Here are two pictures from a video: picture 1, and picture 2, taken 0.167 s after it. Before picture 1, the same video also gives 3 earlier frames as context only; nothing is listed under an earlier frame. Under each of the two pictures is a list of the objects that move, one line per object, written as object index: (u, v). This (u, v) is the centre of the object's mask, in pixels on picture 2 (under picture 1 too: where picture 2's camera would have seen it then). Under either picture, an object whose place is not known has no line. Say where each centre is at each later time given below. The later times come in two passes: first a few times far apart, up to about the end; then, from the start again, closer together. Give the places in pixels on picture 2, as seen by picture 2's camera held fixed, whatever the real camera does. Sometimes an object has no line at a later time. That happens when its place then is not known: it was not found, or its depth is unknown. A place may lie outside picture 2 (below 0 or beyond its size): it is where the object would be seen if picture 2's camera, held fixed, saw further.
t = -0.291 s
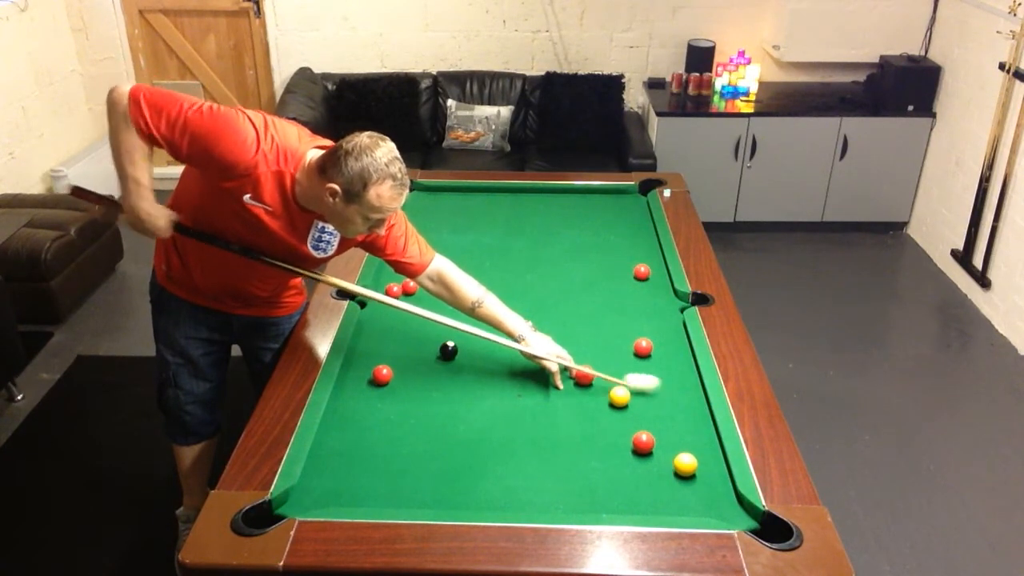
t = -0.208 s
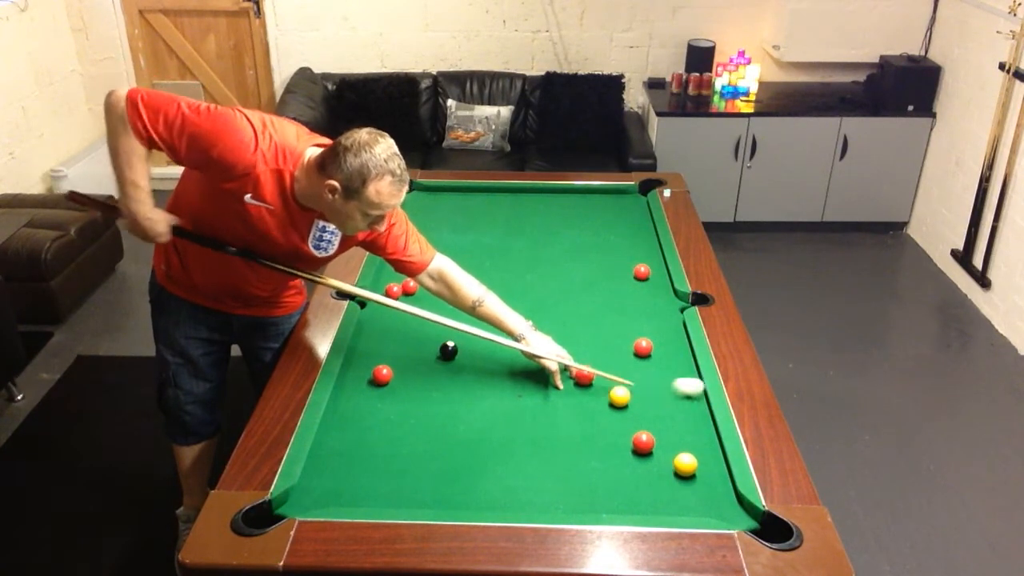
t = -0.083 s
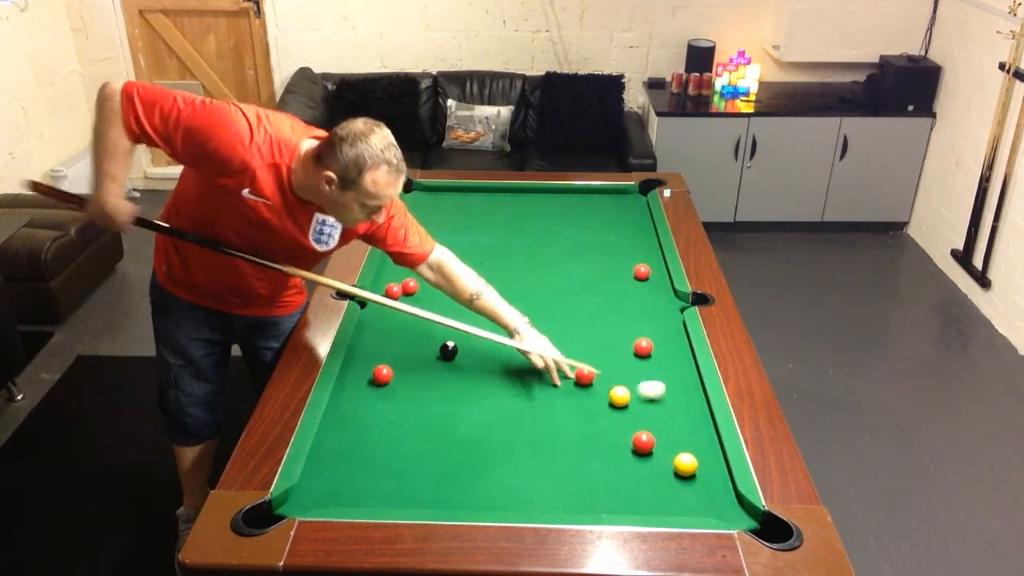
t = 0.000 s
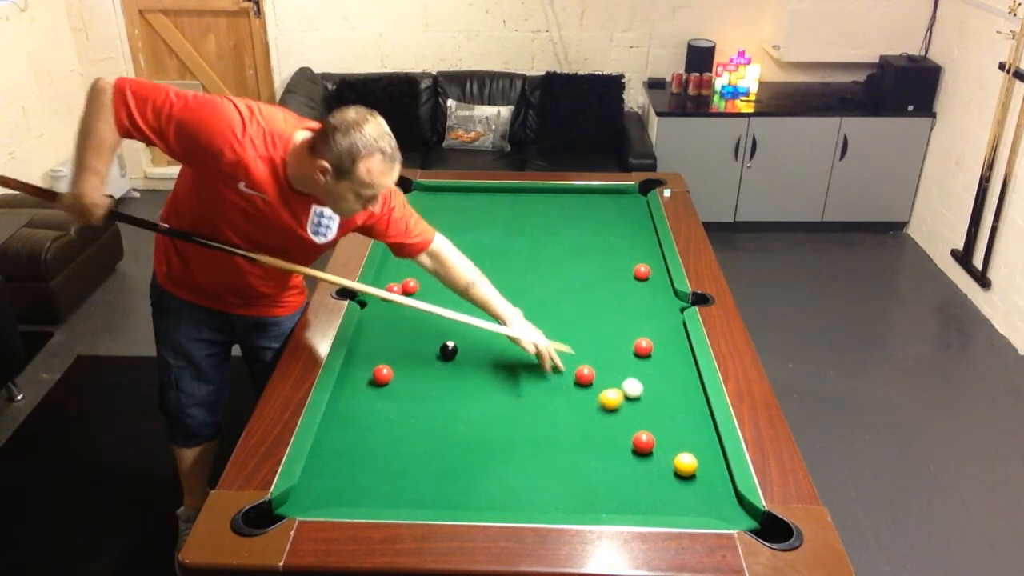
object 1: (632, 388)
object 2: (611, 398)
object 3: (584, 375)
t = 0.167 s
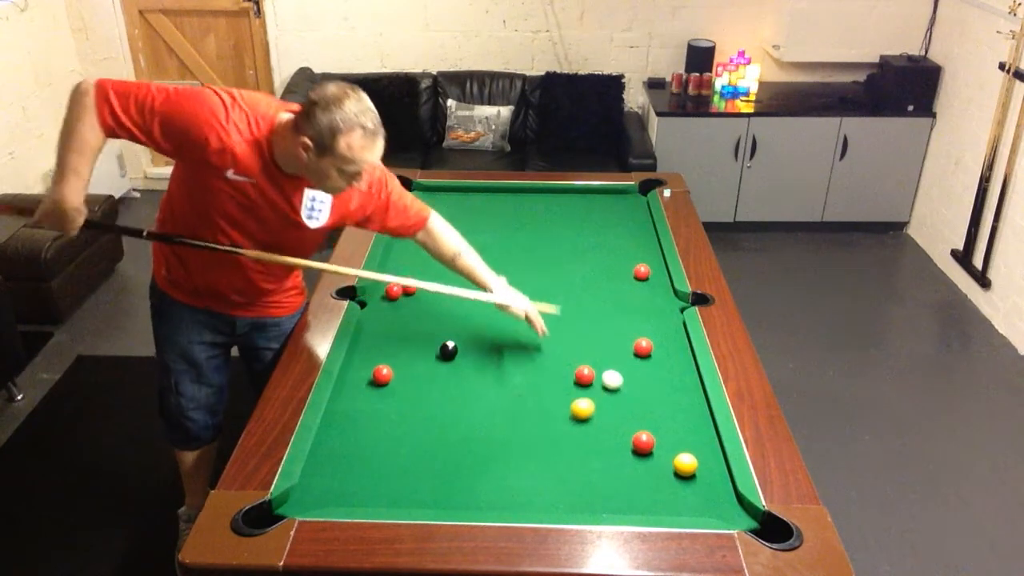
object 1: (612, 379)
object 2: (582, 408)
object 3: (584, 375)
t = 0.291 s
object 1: (603, 374)
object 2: (562, 415)
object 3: (579, 375)
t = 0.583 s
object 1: (599, 365)
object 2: (515, 432)
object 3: (561, 373)
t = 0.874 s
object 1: (596, 357)
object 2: (469, 448)
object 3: (546, 372)
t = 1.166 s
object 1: (594, 350)
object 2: (423, 464)
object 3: (535, 371)
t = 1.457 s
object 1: (593, 346)
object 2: (379, 479)
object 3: (526, 370)
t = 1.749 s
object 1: (592, 343)
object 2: (337, 493)
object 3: (519, 370)
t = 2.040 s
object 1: (591, 341)
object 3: (516, 368)
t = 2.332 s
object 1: (591, 341)
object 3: (516, 368)
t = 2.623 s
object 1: (591, 341)
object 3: (517, 369)
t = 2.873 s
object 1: (591, 341)
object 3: (519, 369)
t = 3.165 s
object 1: (591, 341)
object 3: (519, 369)
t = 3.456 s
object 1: (591, 341)
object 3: (519, 369)
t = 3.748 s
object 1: (591, 341)
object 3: (519, 369)
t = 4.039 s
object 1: (591, 341)
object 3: (519, 369)
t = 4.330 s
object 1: (591, 341)
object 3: (519, 369)
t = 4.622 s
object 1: (591, 341)
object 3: (519, 369)
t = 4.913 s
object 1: (591, 341)
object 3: (519, 369)
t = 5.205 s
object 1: (591, 341)
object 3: (519, 369)
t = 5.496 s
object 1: (591, 341)
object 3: (519, 369)
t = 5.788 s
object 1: (591, 341)
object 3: (519, 369)
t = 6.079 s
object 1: (591, 341)
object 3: (519, 369)
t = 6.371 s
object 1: (591, 341)
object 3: (519, 369)
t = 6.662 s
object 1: (591, 341)
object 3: (519, 369)
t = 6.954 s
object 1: (591, 341)
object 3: (519, 369)
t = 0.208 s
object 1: (607, 377)
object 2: (575, 411)
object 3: (584, 375)
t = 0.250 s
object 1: (604, 376)
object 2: (569, 413)
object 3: (582, 375)
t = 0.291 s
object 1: (603, 374)
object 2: (562, 415)
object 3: (579, 375)
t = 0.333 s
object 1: (602, 373)
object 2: (555, 418)
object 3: (577, 375)
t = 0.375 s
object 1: (602, 371)
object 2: (548, 420)
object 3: (574, 375)
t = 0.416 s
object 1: (601, 370)
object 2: (542, 422)
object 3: (571, 374)
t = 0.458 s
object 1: (601, 369)
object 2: (535, 424)
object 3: (569, 374)
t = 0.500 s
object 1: (600, 367)
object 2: (528, 427)
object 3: (566, 374)
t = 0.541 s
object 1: (599, 366)
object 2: (522, 429)
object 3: (564, 374)
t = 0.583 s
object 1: (599, 365)
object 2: (515, 432)
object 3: (561, 373)
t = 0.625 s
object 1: (598, 363)
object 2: (508, 434)
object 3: (559, 373)
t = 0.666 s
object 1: (598, 362)
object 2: (502, 436)
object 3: (557, 373)
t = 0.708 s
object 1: (598, 361)
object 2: (495, 438)
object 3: (554, 373)
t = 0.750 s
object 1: (597, 360)
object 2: (488, 441)
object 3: (552, 373)
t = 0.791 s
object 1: (597, 359)
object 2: (482, 443)
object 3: (550, 373)
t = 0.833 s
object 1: (596, 358)
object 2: (475, 446)
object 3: (548, 373)
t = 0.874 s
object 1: (596, 357)
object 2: (469, 448)
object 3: (546, 372)
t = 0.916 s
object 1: (596, 356)
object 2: (462, 450)
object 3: (545, 372)
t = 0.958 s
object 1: (595, 355)
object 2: (456, 452)
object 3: (543, 372)
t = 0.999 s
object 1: (595, 354)
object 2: (449, 455)
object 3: (541, 372)
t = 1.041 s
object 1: (595, 353)
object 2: (442, 457)
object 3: (539, 372)
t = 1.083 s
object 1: (594, 352)
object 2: (436, 459)
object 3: (537, 372)
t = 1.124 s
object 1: (594, 351)
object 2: (429, 461)
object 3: (536, 371)
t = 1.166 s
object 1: (594, 350)
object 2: (423, 464)
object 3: (535, 371)
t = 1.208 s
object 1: (594, 350)
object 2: (417, 466)
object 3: (533, 371)
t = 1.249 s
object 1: (593, 349)
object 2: (410, 468)
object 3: (532, 371)
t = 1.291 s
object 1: (593, 348)
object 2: (404, 470)
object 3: (530, 371)
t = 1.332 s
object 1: (593, 348)
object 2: (398, 473)
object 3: (529, 371)
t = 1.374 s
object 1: (593, 347)
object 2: (391, 475)
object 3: (528, 371)
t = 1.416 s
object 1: (593, 346)
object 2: (385, 477)
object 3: (527, 371)
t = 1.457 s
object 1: (593, 346)
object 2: (379, 479)
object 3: (526, 370)
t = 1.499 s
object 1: (593, 345)
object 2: (373, 481)
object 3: (524, 370)
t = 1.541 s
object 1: (592, 345)
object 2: (367, 483)
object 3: (523, 370)
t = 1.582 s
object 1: (592, 345)
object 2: (361, 485)
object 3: (523, 370)
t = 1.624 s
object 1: (592, 344)
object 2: (354, 488)
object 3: (522, 370)
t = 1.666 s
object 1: (592, 344)
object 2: (349, 490)
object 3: (521, 370)
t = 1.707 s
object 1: (592, 343)
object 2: (343, 492)
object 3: (520, 370)
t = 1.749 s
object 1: (592, 343)
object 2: (337, 493)
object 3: (519, 370)
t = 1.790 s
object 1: (592, 343)
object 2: (331, 494)
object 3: (519, 369)
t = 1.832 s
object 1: (591, 342)
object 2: (325, 496)
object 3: (518, 369)
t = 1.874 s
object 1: (591, 342)
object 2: (320, 498)
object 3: (517, 369)
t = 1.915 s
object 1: (591, 342)
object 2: (314, 500)
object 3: (517, 369)
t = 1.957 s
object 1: (591, 342)
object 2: (308, 502)
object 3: (516, 369)
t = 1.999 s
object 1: (591, 341)
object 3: (516, 368)
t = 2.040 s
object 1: (591, 341)
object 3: (516, 368)
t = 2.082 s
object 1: (591, 341)
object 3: (516, 368)
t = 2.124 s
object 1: (591, 341)
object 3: (516, 368)
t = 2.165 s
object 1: (591, 341)
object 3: (516, 368)
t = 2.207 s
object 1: (591, 341)
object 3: (516, 368)
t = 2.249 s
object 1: (591, 341)
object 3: (516, 368)
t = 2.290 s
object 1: (591, 341)
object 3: (516, 368)
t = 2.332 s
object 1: (591, 341)
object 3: (516, 368)
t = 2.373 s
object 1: (591, 341)
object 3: (516, 369)
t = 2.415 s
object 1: (591, 341)
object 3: (516, 369)
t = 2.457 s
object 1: (591, 341)
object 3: (516, 369)
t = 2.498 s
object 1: (591, 341)
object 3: (516, 369)
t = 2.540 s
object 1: (591, 341)
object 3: (517, 369)
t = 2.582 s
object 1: (591, 341)
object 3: (517, 369)
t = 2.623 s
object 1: (591, 341)
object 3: (517, 369)
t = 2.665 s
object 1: (591, 341)
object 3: (518, 369)
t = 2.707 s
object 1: (591, 341)
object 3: (518, 369)
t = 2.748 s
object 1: (591, 341)
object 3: (518, 369)
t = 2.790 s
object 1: (591, 341)
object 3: (518, 369)
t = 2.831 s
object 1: (591, 341)
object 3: (519, 369)
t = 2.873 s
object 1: (591, 341)
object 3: (519, 369)
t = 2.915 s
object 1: (591, 341)
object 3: (519, 369)
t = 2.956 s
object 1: (591, 341)
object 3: (519, 369)
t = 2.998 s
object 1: (591, 341)
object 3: (519, 369)
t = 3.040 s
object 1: (591, 341)
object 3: (519, 369)
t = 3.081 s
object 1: (591, 341)
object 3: (519, 369)
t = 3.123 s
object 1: (591, 341)
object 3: (519, 369)
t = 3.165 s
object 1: (591, 341)
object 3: (519, 369)
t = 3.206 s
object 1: (591, 341)
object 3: (519, 369)
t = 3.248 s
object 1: (591, 341)
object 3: (519, 369)
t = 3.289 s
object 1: (591, 341)
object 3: (519, 369)
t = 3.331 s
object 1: (591, 341)
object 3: (519, 369)
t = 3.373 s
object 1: (591, 341)
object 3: (519, 369)
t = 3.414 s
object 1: (591, 341)
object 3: (519, 369)
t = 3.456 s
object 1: (591, 341)
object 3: (519, 369)
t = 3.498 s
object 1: (591, 341)
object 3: (519, 369)
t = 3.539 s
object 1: (591, 341)
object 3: (519, 369)
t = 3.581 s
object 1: (591, 341)
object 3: (519, 369)
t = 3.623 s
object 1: (591, 341)
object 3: (519, 369)
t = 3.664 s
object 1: (591, 341)
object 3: (519, 369)
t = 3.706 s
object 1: (591, 341)
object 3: (519, 369)
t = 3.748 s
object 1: (591, 341)
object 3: (519, 369)
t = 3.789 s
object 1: (591, 341)
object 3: (519, 369)
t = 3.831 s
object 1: (591, 341)
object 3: (519, 369)
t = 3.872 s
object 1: (591, 341)
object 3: (519, 369)
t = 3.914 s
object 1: (591, 341)
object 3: (519, 369)
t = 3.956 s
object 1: (591, 341)
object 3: (519, 369)
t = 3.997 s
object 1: (591, 341)
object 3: (519, 369)
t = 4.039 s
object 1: (591, 341)
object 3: (519, 369)
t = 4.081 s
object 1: (591, 341)
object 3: (519, 369)
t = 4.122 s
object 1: (591, 341)
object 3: (519, 369)
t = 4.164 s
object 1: (591, 341)
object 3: (519, 369)
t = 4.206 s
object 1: (591, 341)
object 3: (519, 369)
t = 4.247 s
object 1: (591, 341)
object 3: (519, 369)
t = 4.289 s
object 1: (591, 341)
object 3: (519, 369)
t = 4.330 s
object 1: (591, 341)
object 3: (519, 369)
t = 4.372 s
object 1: (591, 341)
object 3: (519, 369)
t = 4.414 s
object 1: (591, 341)
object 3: (519, 369)
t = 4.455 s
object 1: (591, 341)
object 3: (519, 369)
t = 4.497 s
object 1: (591, 341)
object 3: (519, 369)
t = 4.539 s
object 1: (591, 341)
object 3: (519, 369)
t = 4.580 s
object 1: (591, 341)
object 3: (519, 369)
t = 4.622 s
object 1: (591, 341)
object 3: (519, 369)
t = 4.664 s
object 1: (591, 341)
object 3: (519, 369)
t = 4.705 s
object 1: (591, 341)
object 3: (519, 369)
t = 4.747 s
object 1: (591, 341)
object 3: (519, 369)
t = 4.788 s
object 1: (591, 341)
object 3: (519, 369)
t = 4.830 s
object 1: (591, 341)
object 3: (519, 369)
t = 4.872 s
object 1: (591, 341)
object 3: (519, 369)
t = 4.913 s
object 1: (591, 341)
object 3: (519, 369)
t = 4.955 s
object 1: (591, 341)
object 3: (519, 369)
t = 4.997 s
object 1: (591, 341)
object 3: (519, 369)
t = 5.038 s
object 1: (591, 341)
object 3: (519, 369)
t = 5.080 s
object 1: (591, 341)
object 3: (519, 369)
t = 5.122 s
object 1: (591, 341)
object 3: (519, 369)
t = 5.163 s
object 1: (591, 341)
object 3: (519, 369)
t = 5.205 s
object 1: (591, 341)
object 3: (519, 369)
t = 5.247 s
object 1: (591, 341)
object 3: (519, 369)
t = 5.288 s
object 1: (591, 341)
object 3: (519, 369)
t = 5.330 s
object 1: (591, 341)
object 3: (519, 369)
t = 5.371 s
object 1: (591, 341)
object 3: (519, 369)
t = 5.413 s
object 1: (591, 341)
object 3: (519, 369)
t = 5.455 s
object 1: (591, 341)
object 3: (519, 369)
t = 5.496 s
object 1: (591, 341)
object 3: (519, 369)
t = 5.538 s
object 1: (591, 341)
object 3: (519, 369)
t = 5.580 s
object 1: (591, 341)
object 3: (519, 369)
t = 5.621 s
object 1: (591, 341)
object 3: (519, 369)
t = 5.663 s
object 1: (591, 341)
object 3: (519, 369)
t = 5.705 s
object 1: (591, 341)
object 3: (519, 369)
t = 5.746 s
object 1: (591, 341)
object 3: (519, 369)
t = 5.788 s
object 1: (591, 341)
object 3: (519, 369)
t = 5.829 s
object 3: (519, 369)
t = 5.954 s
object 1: (591, 341)
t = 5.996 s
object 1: (591, 341)
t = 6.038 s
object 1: (591, 341)
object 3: (519, 369)
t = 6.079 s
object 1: (591, 341)
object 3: (519, 369)
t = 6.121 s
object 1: (591, 341)
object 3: (519, 369)
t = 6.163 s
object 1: (591, 341)
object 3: (519, 369)
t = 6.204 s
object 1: (591, 341)
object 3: (519, 369)
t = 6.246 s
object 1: (591, 341)
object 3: (519, 369)
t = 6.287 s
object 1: (591, 341)
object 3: (519, 369)
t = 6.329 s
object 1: (591, 341)
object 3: (519, 369)
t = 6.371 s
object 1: (591, 341)
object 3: (519, 369)
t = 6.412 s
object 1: (591, 341)
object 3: (519, 369)
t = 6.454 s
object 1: (591, 341)
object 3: (519, 369)
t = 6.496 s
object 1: (591, 341)
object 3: (519, 369)
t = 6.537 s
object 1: (591, 341)
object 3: (519, 369)
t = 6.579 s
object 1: (591, 341)
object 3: (519, 369)
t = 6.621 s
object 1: (591, 341)
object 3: (519, 369)
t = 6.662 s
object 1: (591, 341)
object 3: (519, 369)
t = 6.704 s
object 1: (591, 341)
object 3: (519, 369)
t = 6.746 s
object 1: (591, 341)
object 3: (519, 369)
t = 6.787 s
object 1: (591, 341)
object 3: (519, 369)
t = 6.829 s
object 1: (591, 341)
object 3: (519, 369)
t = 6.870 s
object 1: (591, 341)
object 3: (519, 369)
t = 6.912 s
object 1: (591, 341)
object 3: (519, 369)
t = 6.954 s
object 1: (591, 341)
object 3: (519, 369)
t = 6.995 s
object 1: (591, 341)
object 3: (519, 369)
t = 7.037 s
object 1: (591, 341)
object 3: (519, 369)
